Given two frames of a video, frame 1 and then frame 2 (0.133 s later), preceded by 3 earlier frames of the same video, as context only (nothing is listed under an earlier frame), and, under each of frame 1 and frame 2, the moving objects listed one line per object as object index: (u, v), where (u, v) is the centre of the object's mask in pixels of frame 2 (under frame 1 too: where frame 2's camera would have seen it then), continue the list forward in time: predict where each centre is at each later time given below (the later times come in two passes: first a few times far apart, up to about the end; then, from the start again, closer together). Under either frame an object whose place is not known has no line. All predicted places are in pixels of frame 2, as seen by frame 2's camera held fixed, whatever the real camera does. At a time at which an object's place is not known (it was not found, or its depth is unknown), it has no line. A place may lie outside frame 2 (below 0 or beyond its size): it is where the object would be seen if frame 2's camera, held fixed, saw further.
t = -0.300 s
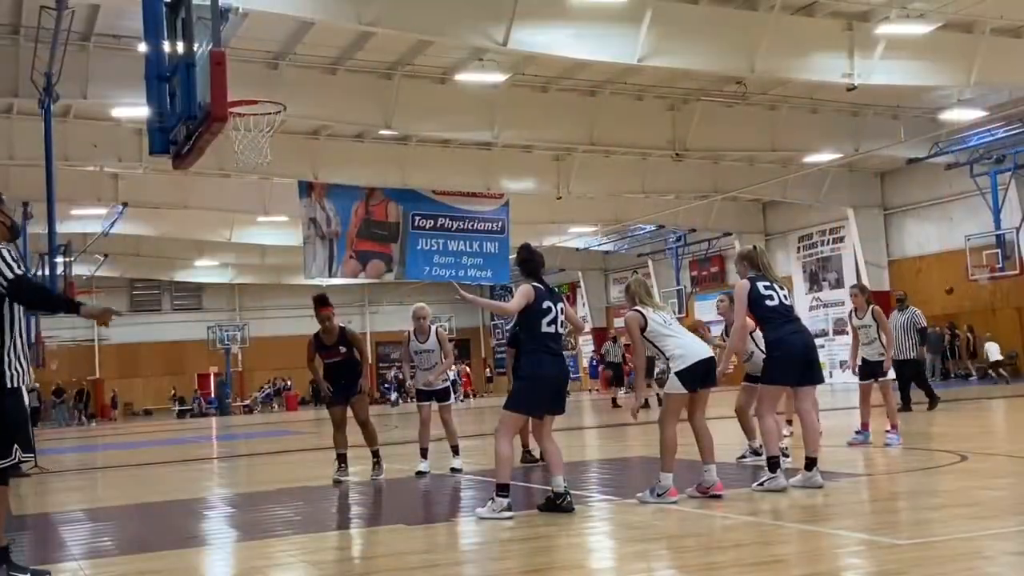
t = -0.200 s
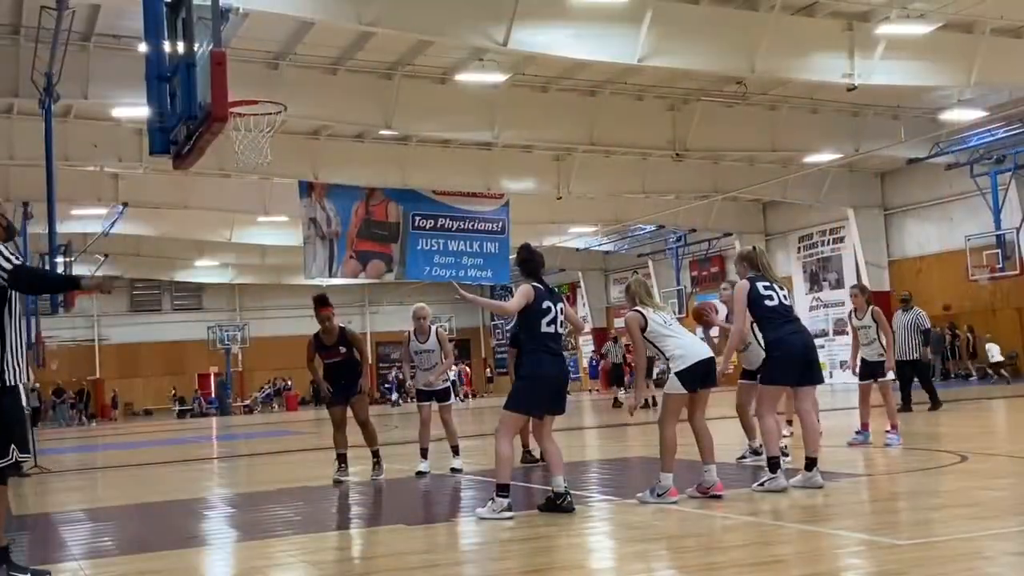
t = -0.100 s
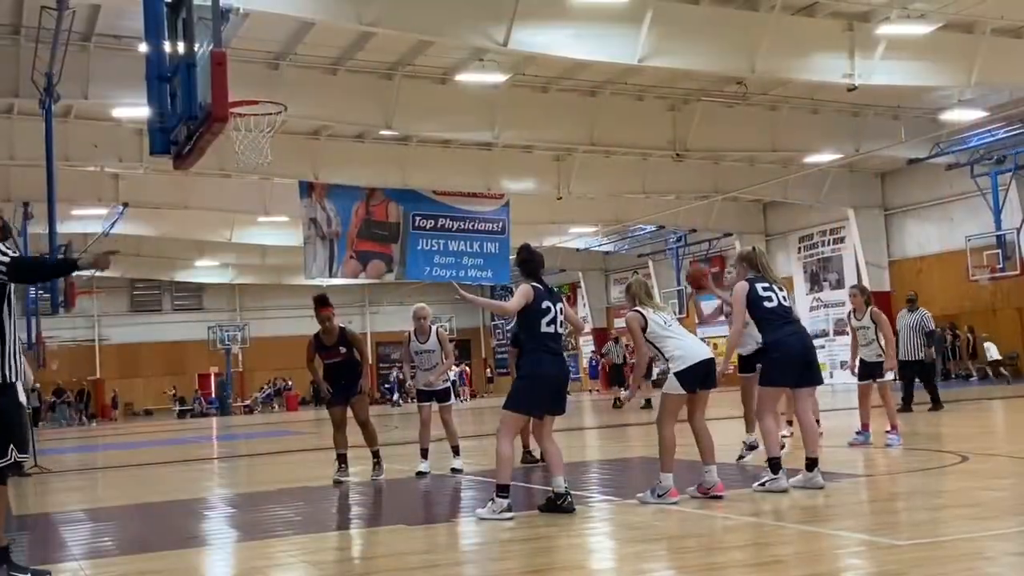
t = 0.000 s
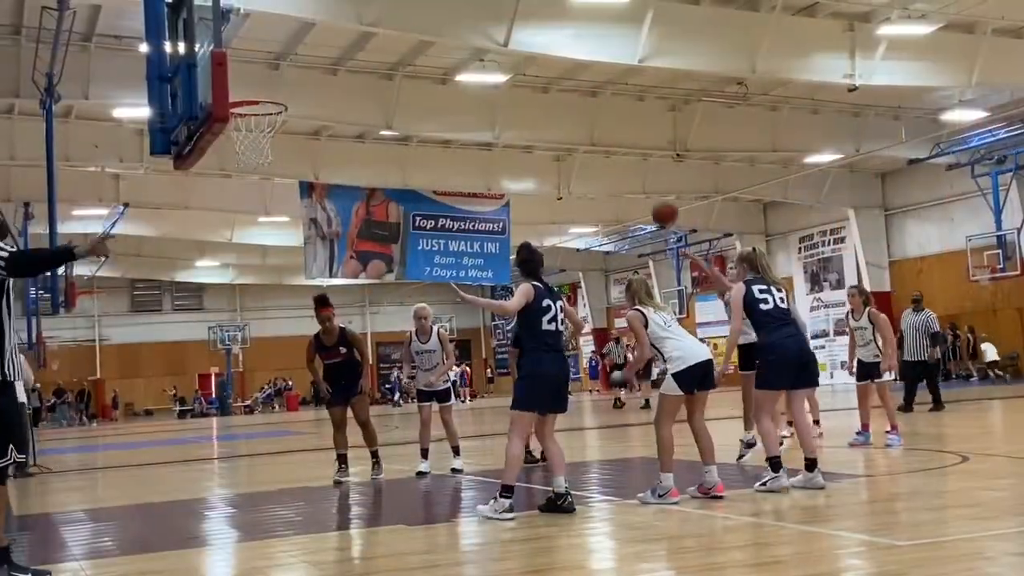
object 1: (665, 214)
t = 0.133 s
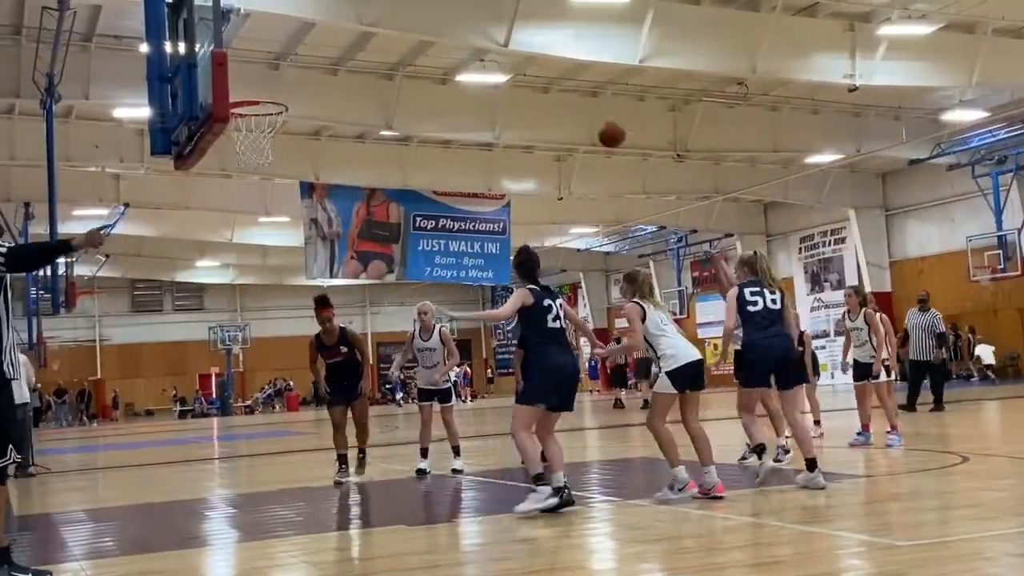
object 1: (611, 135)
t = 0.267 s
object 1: (559, 74)
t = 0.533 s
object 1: (453, 11)
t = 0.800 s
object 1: (345, 28)
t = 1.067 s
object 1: (259, 61)
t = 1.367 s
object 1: (234, 33)
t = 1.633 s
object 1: (269, 85)
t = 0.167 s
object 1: (598, 118)
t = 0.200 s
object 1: (585, 103)
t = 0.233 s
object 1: (572, 88)
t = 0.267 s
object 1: (559, 74)
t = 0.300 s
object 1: (546, 62)
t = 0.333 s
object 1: (533, 51)
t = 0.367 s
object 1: (519, 40)
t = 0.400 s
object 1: (506, 32)
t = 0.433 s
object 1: (493, 25)
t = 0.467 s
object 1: (480, 19)
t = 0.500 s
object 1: (467, 13)
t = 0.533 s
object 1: (453, 11)
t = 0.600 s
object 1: (427, 9)
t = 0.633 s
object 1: (413, 9)
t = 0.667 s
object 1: (400, 10)
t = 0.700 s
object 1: (386, 11)
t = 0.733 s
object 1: (372, 15)
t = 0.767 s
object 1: (358, 21)
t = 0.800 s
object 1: (345, 28)
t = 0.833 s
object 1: (330, 37)
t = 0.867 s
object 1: (316, 47)
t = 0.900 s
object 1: (302, 58)
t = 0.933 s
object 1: (289, 71)
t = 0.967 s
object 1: (275, 86)
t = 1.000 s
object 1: (268, 82)
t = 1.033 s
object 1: (263, 72)
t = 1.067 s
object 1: (259, 61)
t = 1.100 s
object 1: (253, 52)
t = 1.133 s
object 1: (248, 46)
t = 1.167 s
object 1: (243, 40)
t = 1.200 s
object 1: (239, 37)
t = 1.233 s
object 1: (235, 33)
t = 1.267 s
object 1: (233, 32)
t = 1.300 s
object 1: (231, 33)
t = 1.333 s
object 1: (232, 33)
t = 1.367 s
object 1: (234, 33)
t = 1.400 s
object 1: (236, 34)
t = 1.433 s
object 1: (240, 38)
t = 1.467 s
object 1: (245, 41)
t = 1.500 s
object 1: (249, 47)
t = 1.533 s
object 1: (254, 54)
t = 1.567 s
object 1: (259, 64)
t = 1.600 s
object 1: (264, 74)
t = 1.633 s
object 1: (269, 85)
